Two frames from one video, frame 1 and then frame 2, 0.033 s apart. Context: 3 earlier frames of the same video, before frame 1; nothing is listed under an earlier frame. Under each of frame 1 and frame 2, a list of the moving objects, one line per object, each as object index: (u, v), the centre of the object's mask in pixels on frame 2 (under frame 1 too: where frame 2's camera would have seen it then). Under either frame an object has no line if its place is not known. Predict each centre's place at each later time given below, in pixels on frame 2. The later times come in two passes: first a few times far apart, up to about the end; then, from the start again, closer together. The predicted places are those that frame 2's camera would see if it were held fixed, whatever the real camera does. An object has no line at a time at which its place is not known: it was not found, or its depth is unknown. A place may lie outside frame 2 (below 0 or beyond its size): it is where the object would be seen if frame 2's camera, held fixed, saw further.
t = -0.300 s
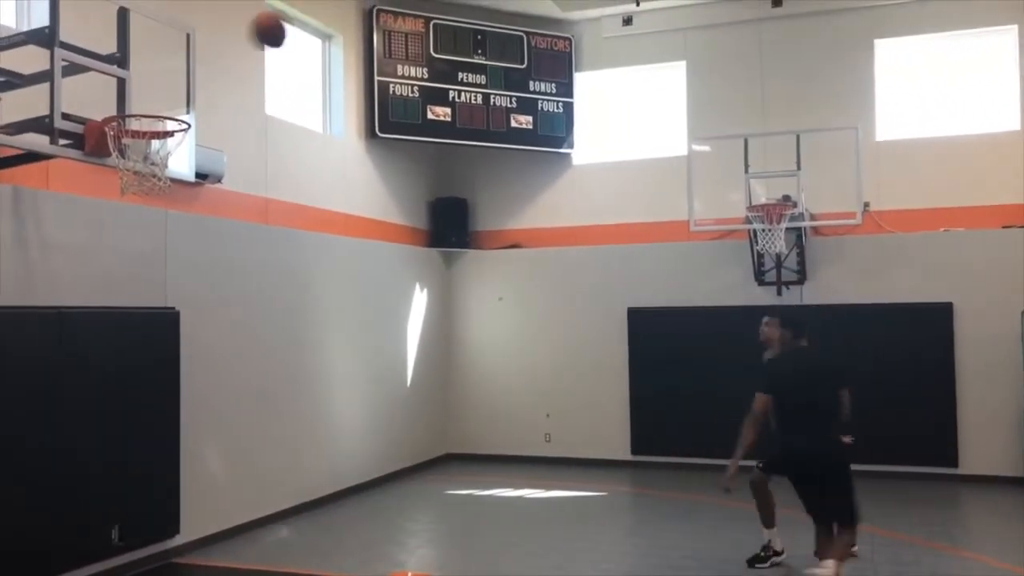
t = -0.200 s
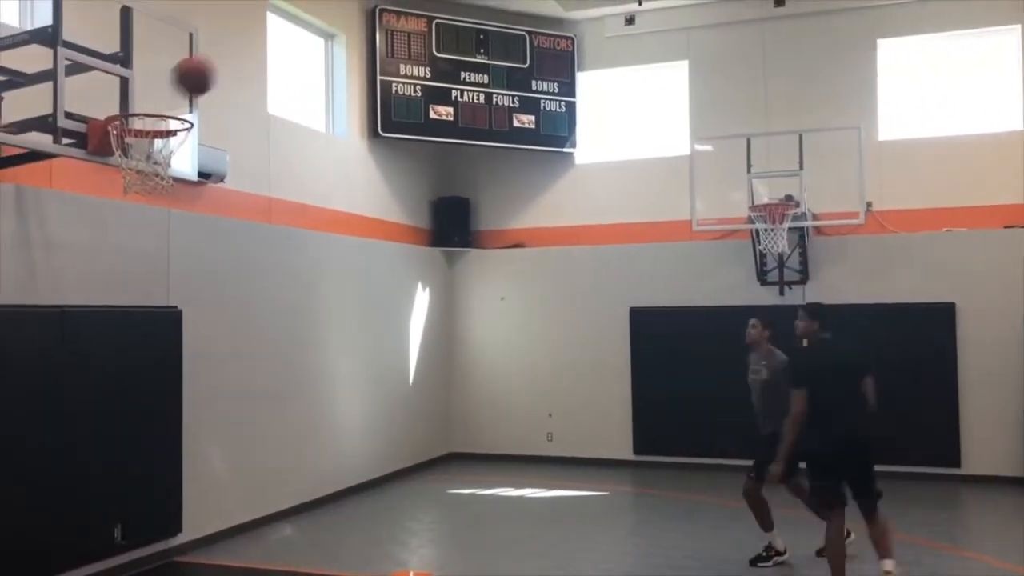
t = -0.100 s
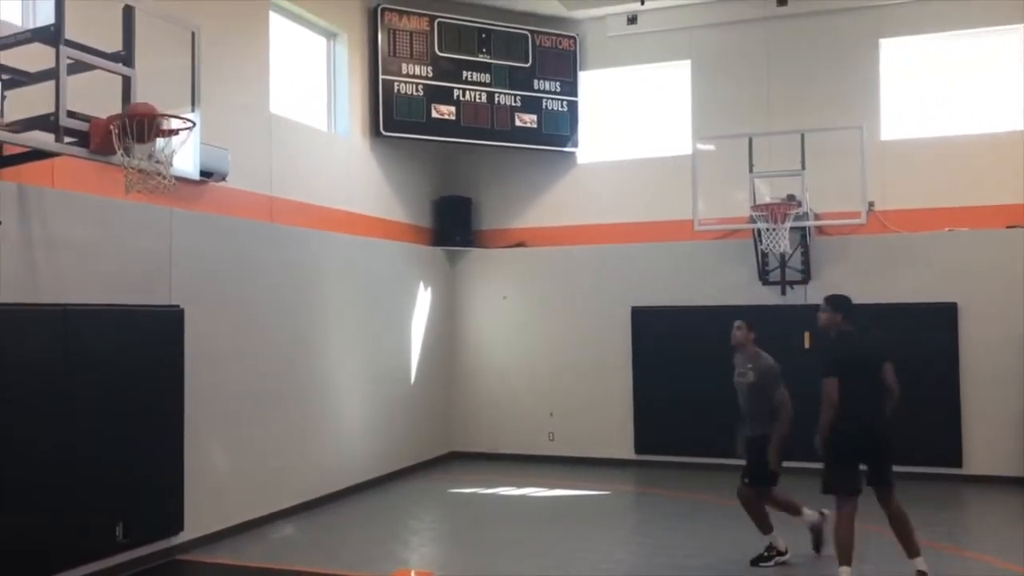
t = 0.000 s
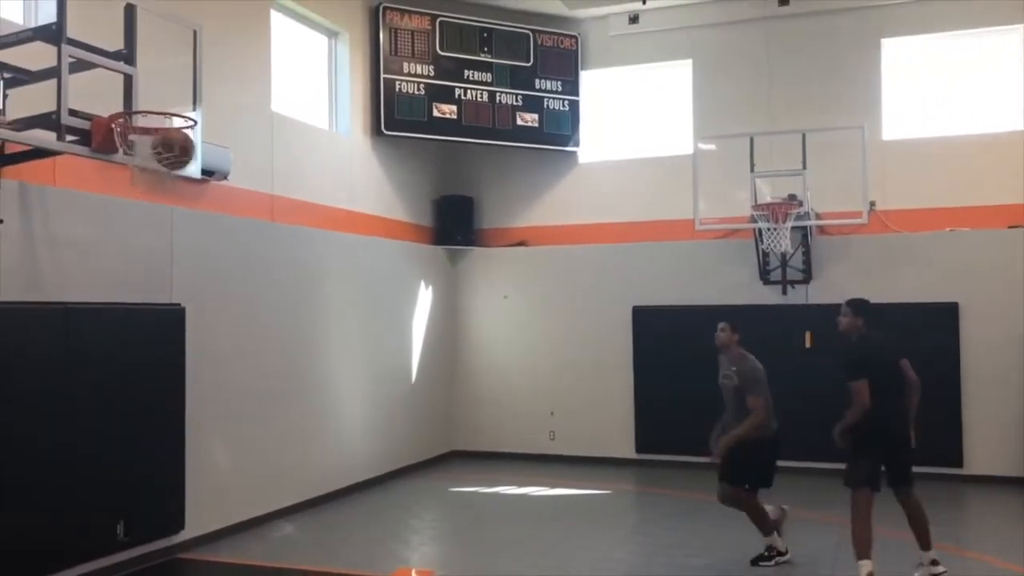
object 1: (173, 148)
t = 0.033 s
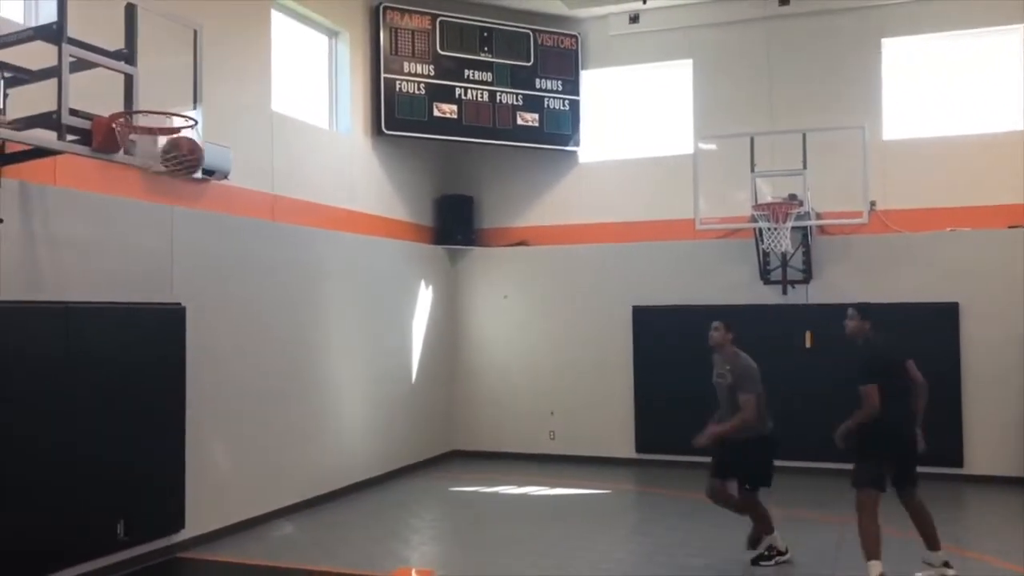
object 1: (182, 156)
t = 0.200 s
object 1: (171, 156)
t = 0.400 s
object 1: (146, 193)
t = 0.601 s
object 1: (124, 276)
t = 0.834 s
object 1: (95, 480)
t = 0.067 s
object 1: (184, 158)
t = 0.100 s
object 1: (184, 157)
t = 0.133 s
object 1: (181, 155)
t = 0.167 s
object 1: (176, 154)
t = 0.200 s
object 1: (171, 156)
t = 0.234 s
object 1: (167, 159)
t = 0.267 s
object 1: (163, 163)
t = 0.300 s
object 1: (159, 168)
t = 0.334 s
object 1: (155, 174)
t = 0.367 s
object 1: (151, 181)
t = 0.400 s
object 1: (146, 193)
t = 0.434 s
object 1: (142, 200)
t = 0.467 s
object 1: (139, 211)
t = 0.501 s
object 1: (135, 223)
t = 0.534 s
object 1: (132, 239)
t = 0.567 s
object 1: (128, 257)
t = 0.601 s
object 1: (124, 276)
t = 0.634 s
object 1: (121, 296)
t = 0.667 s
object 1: (117, 321)
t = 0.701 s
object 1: (113, 348)
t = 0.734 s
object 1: (109, 379)
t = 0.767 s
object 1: (105, 408)
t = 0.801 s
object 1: (101, 442)
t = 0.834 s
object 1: (95, 480)
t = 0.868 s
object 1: (90, 521)
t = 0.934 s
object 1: (83, 595)
